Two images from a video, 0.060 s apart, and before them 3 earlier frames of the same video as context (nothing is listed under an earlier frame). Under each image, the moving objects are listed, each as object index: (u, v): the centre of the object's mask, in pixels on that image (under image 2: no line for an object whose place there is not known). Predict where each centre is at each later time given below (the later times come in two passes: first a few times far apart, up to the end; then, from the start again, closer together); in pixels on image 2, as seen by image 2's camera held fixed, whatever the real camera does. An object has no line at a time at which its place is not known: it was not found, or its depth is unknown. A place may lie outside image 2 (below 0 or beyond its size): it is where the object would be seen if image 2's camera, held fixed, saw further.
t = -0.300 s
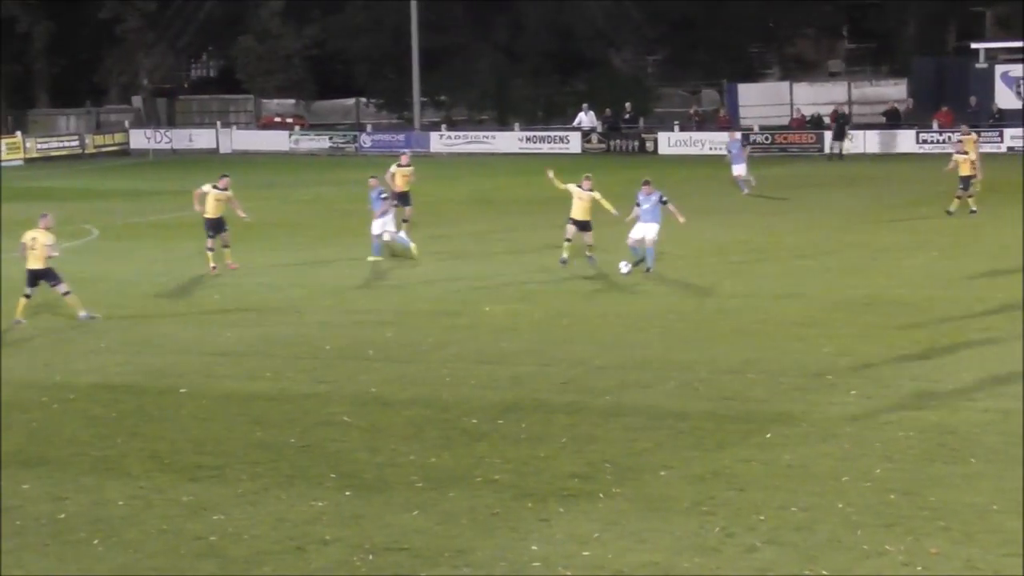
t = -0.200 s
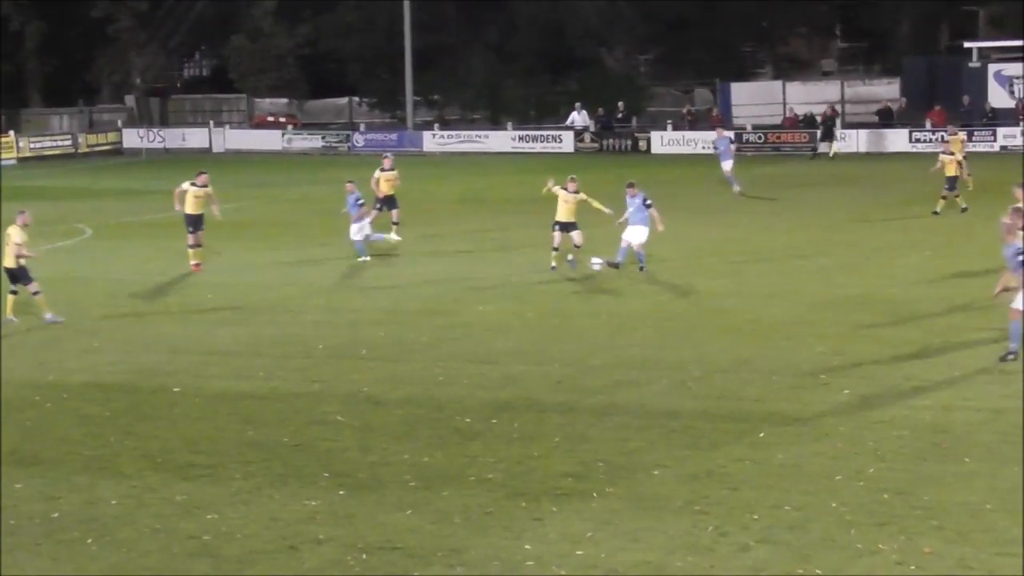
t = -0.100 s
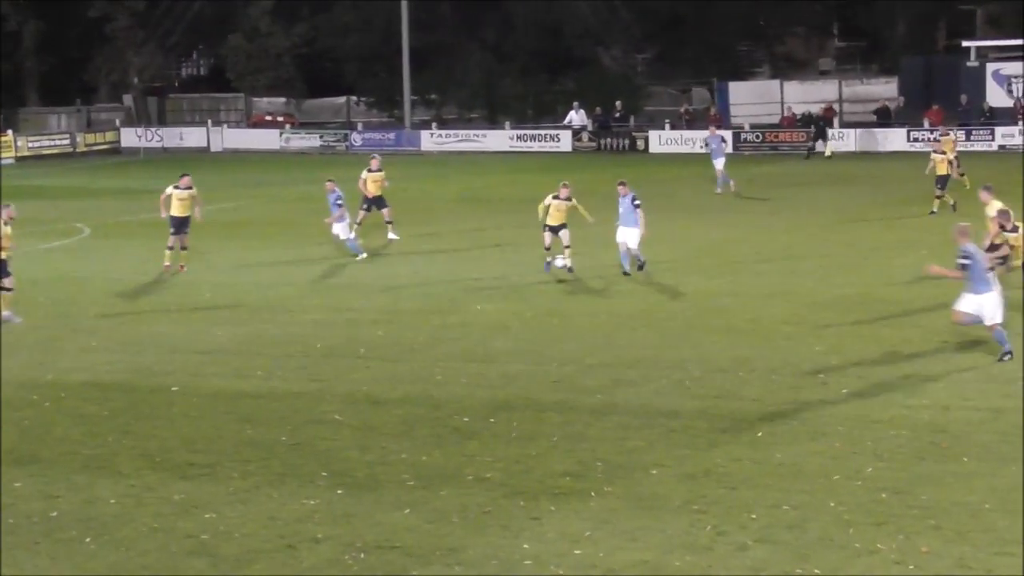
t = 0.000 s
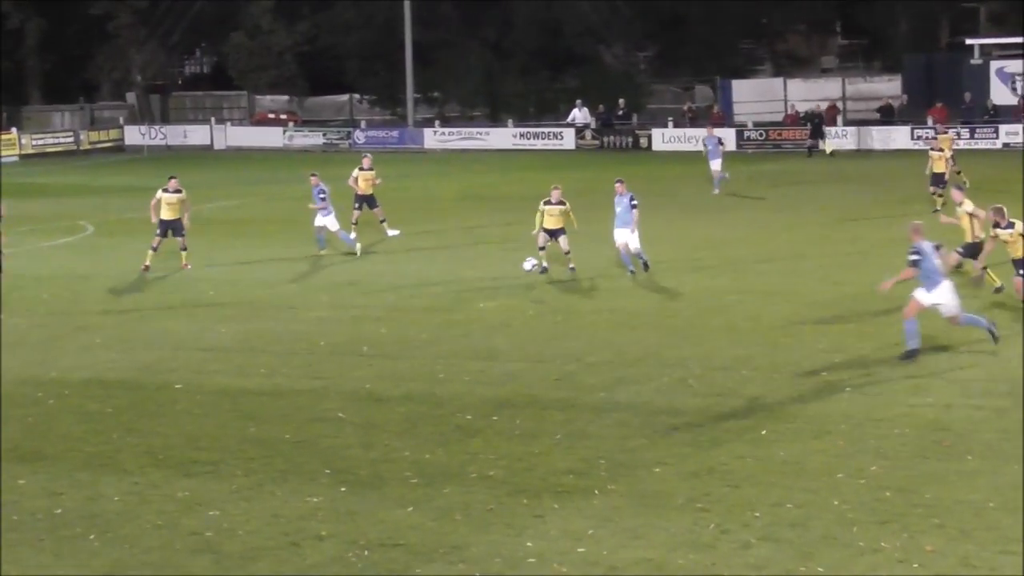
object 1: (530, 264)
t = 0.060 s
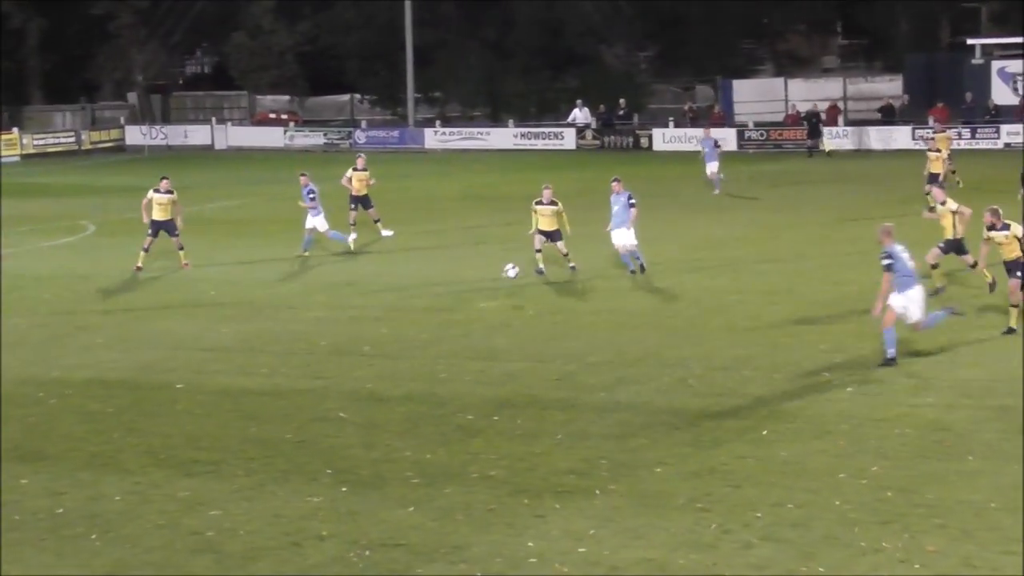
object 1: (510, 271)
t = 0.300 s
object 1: (432, 313)
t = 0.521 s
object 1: (363, 319)
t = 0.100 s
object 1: (497, 277)
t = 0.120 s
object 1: (490, 280)
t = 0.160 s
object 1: (476, 287)
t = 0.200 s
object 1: (463, 296)
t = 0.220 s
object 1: (456, 301)
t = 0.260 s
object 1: (444, 311)
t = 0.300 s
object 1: (432, 313)
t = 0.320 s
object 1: (426, 312)
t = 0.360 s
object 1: (414, 311)
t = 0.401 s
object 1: (401, 311)
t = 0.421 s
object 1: (395, 312)
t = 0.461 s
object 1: (383, 313)
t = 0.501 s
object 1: (370, 316)
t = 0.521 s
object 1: (363, 319)
